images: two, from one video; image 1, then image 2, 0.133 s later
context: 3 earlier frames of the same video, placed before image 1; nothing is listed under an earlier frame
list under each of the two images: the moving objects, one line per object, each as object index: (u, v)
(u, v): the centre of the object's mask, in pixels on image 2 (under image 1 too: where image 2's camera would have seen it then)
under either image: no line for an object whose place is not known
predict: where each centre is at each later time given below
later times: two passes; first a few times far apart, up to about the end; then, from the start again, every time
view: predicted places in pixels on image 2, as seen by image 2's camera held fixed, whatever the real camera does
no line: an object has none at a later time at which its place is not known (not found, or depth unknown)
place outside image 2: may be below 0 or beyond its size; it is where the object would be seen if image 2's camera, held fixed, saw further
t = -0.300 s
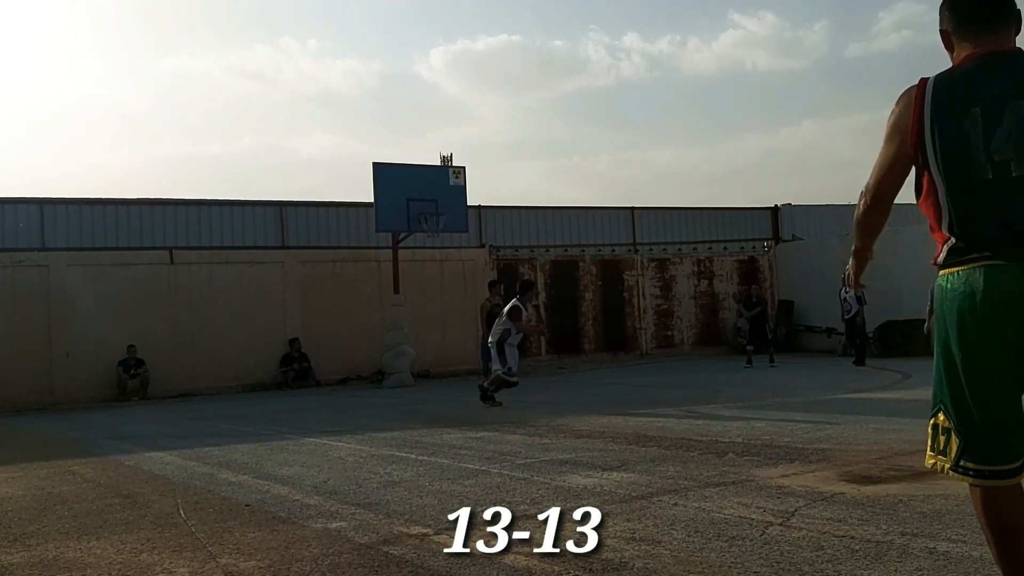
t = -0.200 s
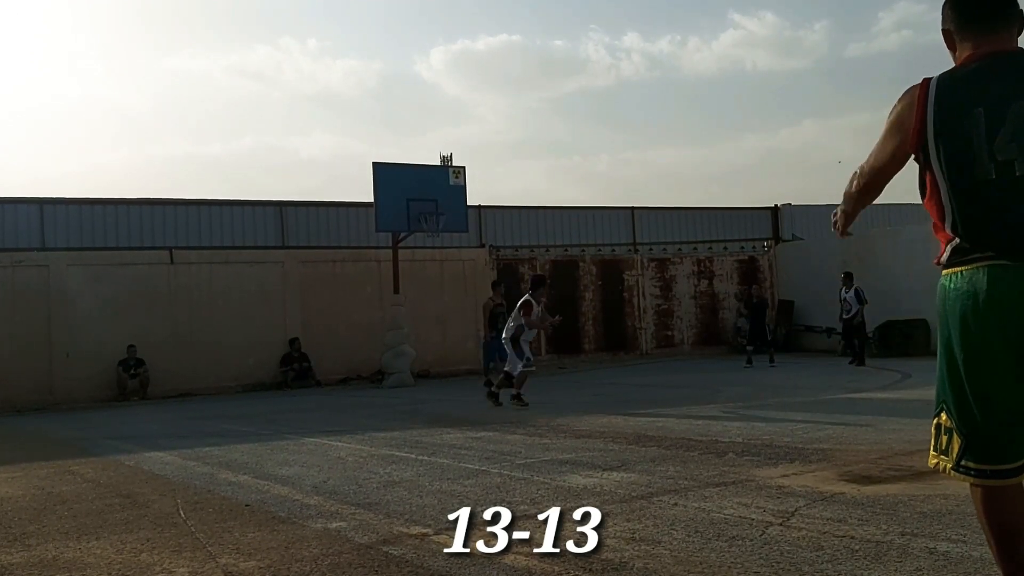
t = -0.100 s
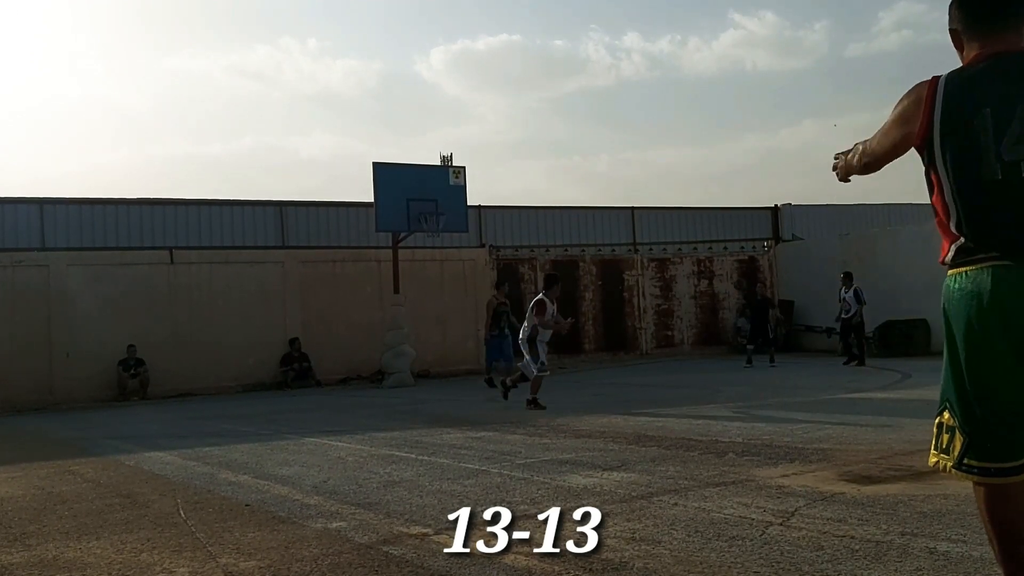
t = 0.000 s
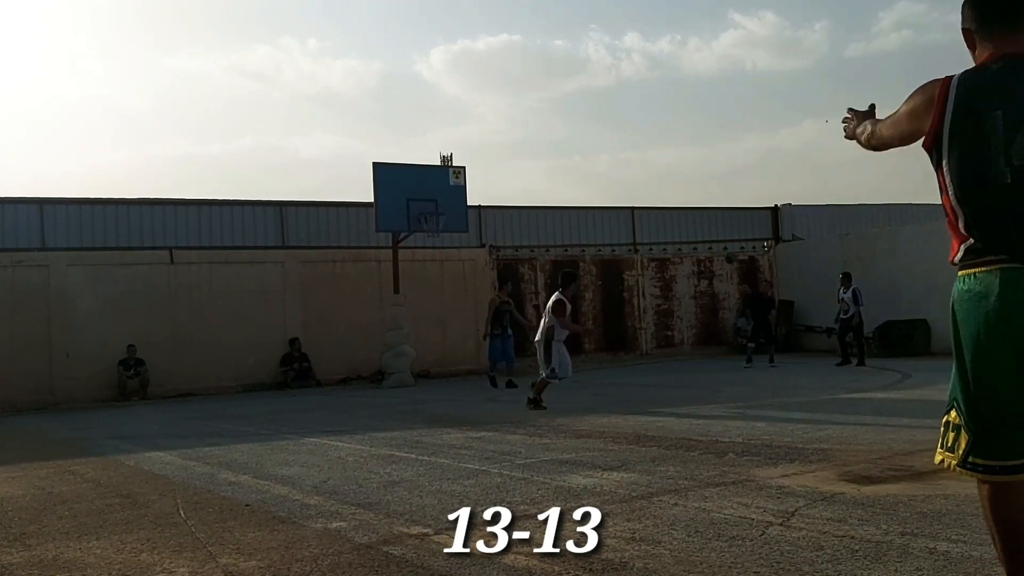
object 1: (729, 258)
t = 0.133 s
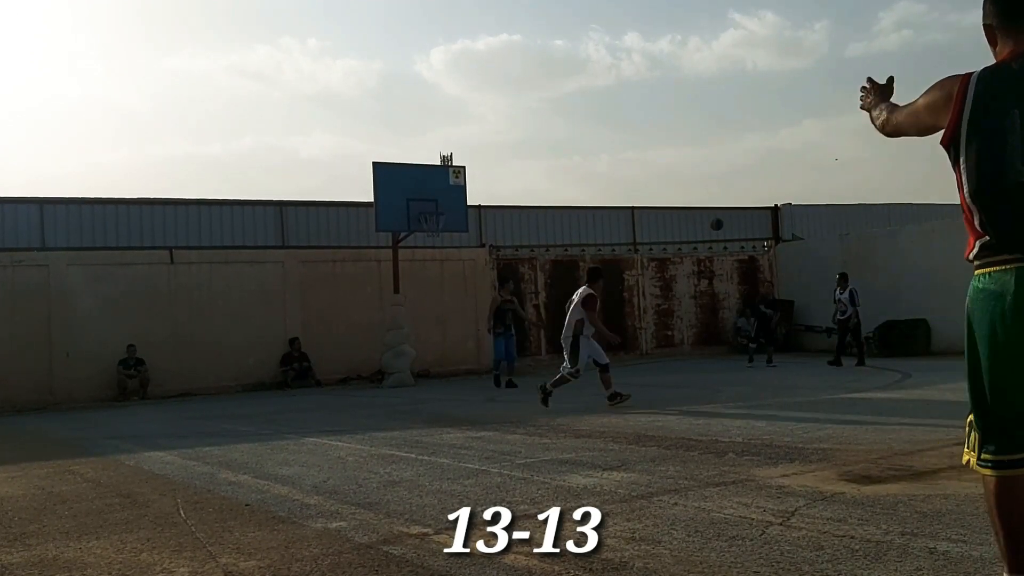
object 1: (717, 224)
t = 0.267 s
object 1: (702, 197)
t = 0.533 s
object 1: (669, 164)
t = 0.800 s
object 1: (628, 171)
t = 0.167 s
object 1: (713, 217)
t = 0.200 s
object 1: (710, 209)
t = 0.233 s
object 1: (705, 203)
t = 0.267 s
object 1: (702, 197)
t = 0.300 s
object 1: (698, 191)
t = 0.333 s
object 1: (694, 185)
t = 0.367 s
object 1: (690, 180)
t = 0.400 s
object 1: (686, 176)
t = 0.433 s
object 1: (682, 172)
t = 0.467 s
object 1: (678, 169)
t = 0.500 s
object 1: (673, 166)
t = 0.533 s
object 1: (669, 164)
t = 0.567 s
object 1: (664, 162)
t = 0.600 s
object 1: (659, 161)
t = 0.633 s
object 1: (654, 161)
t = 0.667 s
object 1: (650, 162)
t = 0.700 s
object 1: (644, 163)
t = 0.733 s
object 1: (639, 165)
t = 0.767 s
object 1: (633, 168)
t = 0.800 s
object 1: (628, 171)
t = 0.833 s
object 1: (622, 176)
